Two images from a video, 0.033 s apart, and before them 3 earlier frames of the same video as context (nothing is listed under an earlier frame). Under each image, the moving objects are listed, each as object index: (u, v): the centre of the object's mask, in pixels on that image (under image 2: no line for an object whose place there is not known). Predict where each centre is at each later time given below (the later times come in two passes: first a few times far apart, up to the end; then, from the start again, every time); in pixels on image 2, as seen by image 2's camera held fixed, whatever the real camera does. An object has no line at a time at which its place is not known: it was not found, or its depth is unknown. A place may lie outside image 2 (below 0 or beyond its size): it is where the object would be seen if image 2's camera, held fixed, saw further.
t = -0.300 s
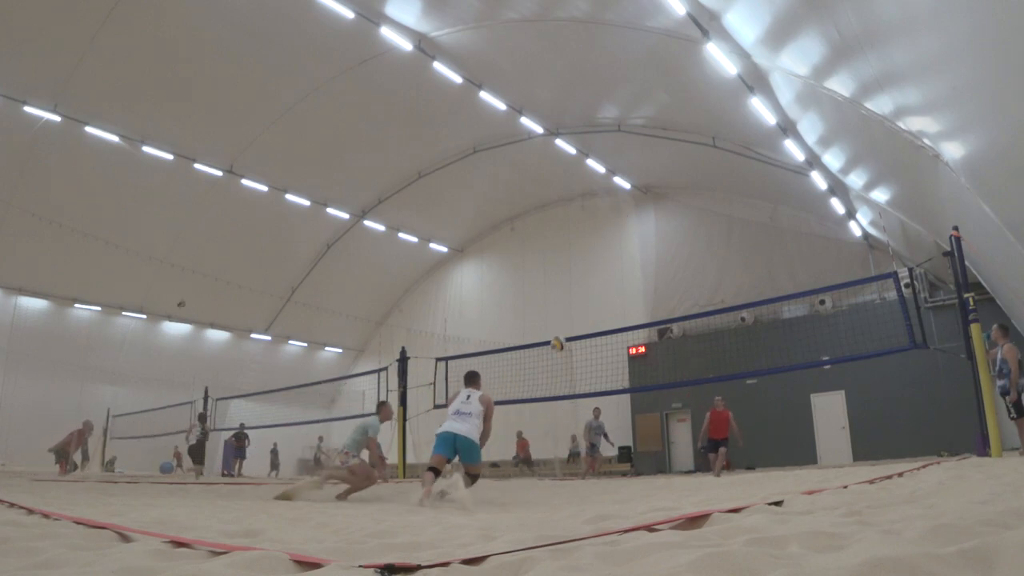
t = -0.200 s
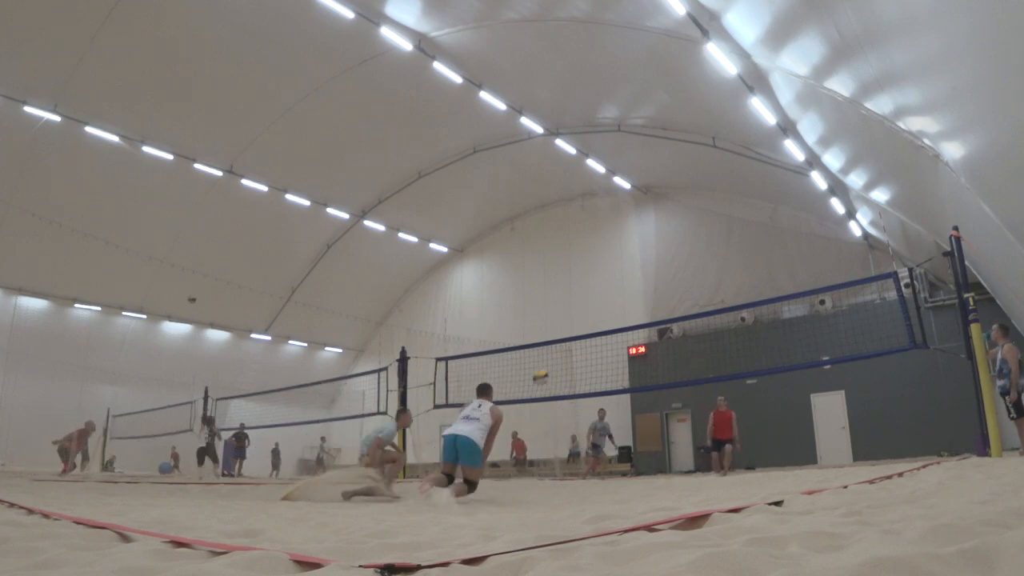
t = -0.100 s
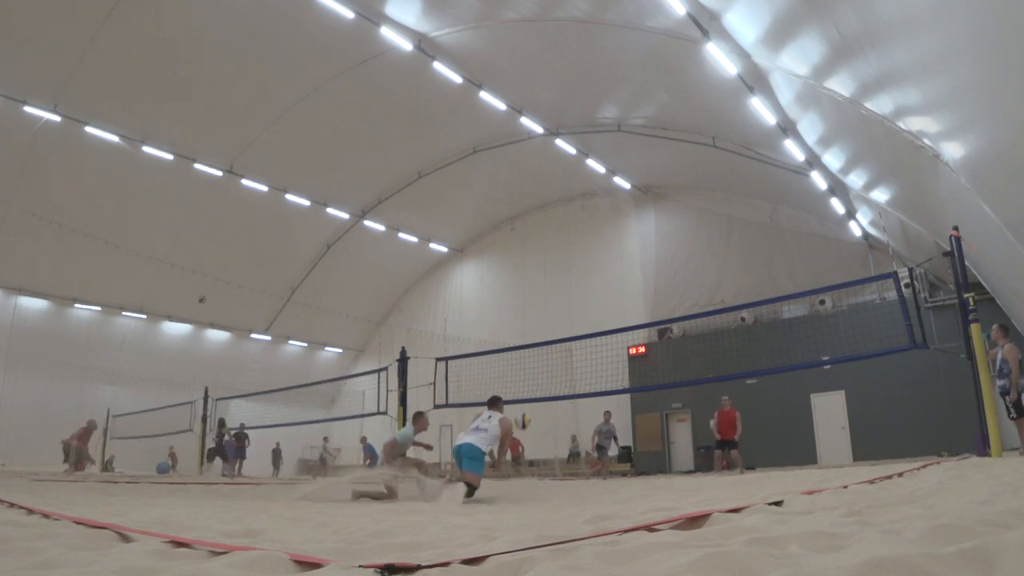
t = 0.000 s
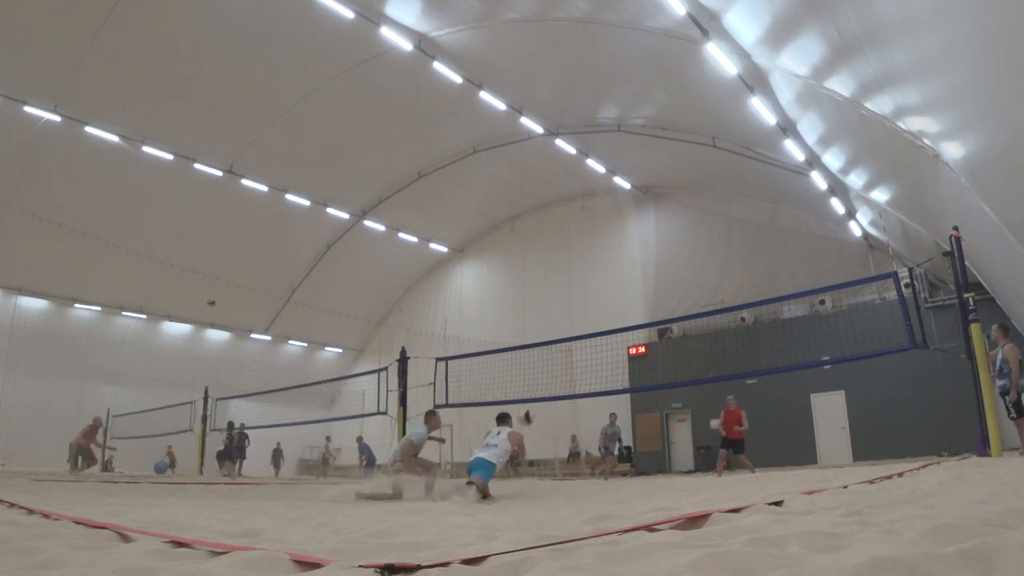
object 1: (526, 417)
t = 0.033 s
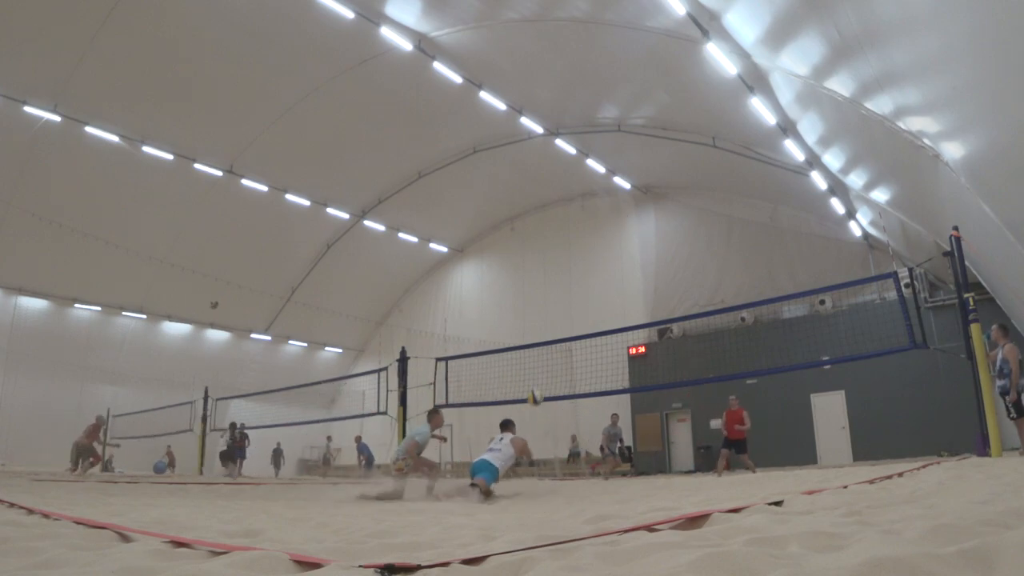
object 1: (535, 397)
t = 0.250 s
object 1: (586, 300)
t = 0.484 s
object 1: (630, 244)
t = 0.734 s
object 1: (672, 224)
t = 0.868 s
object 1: (692, 226)
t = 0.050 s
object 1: (539, 388)
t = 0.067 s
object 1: (543, 378)
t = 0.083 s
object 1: (547, 371)
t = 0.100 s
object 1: (552, 361)
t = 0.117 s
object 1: (555, 352)
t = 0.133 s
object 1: (559, 345)
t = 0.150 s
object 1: (564, 338)
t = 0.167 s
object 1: (568, 332)
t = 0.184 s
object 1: (571, 325)
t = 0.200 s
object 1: (575, 318)
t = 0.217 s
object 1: (578, 312)
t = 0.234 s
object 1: (582, 306)
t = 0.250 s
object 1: (586, 300)
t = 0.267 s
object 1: (589, 295)
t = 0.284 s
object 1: (593, 289)
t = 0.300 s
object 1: (596, 284)
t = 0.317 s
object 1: (599, 279)
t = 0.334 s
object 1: (603, 275)
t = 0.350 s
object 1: (606, 271)
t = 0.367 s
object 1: (609, 267)
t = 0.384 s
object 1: (612, 263)
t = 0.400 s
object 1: (615, 259)
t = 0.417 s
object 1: (618, 256)
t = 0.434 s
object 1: (622, 253)
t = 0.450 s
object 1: (624, 249)
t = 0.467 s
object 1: (627, 247)
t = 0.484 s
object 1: (630, 244)
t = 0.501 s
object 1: (633, 242)
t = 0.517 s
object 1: (636, 239)
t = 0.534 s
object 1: (639, 237)
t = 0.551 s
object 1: (641, 235)
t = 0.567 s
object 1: (644, 233)
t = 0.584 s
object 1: (647, 232)
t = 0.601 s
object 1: (650, 230)
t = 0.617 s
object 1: (653, 228)
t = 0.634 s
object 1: (655, 227)
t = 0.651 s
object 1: (658, 227)
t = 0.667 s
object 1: (660, 226)
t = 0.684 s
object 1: (663, 225)
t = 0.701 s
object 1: (665, 224)
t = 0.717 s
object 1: (669, 224)
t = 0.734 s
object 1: (672, 224)
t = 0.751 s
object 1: (674, 223)
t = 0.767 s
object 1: (676, 223)
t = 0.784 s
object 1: (679, 223)
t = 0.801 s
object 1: (682, 223)
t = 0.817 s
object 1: (684, 224)
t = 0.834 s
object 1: (687, 224)
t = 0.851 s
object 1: (690, 225)
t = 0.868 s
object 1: (692, 226)
